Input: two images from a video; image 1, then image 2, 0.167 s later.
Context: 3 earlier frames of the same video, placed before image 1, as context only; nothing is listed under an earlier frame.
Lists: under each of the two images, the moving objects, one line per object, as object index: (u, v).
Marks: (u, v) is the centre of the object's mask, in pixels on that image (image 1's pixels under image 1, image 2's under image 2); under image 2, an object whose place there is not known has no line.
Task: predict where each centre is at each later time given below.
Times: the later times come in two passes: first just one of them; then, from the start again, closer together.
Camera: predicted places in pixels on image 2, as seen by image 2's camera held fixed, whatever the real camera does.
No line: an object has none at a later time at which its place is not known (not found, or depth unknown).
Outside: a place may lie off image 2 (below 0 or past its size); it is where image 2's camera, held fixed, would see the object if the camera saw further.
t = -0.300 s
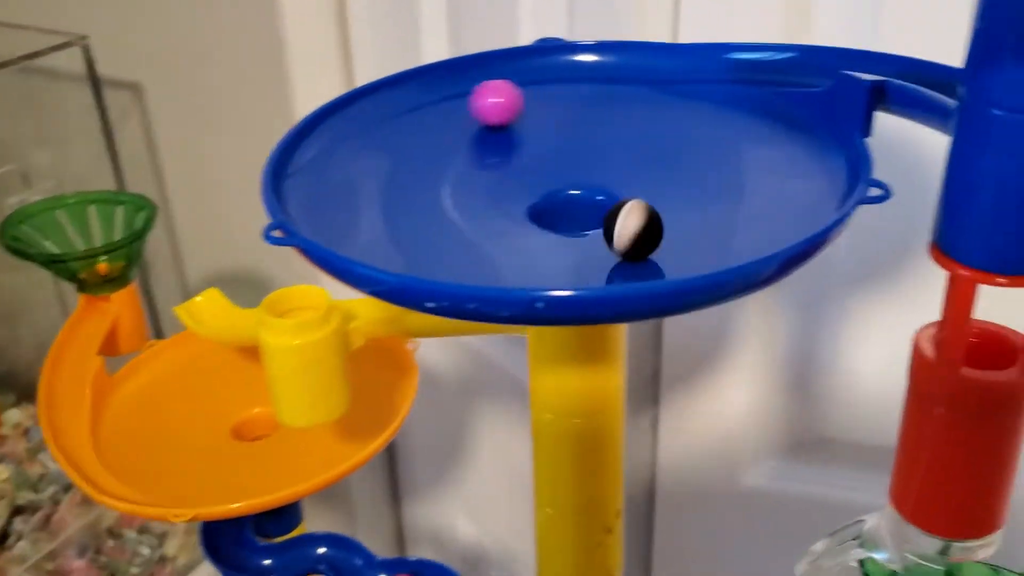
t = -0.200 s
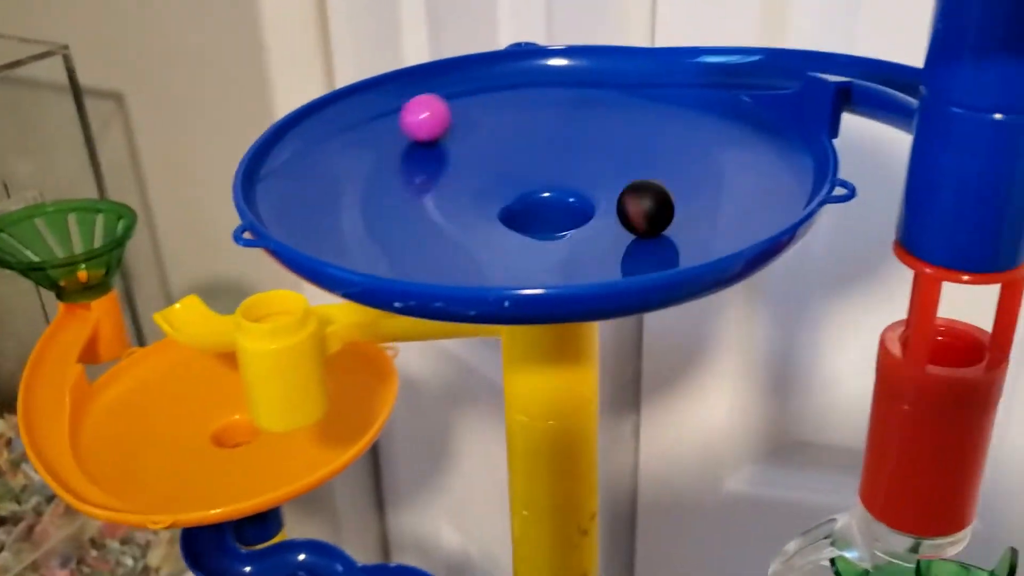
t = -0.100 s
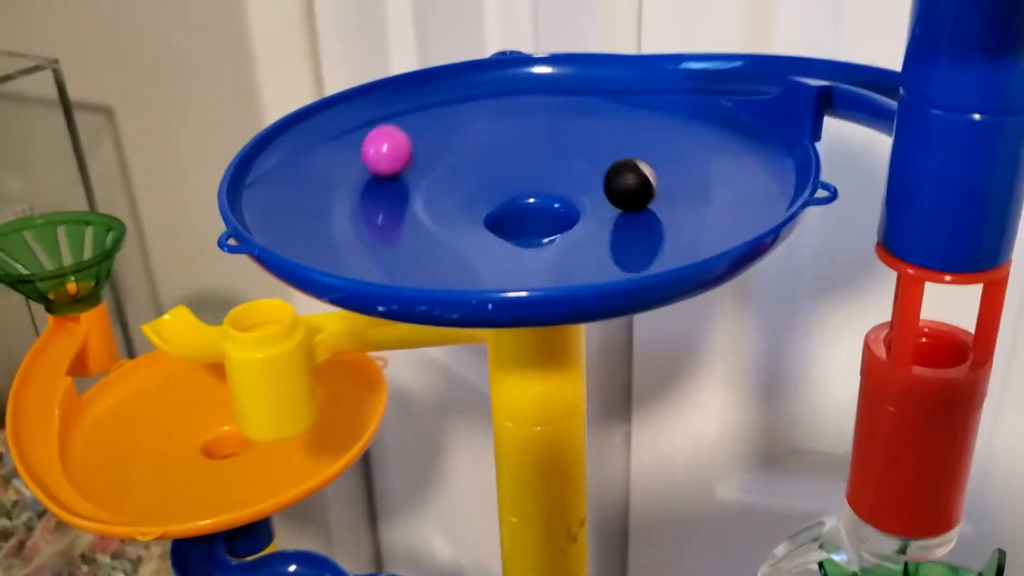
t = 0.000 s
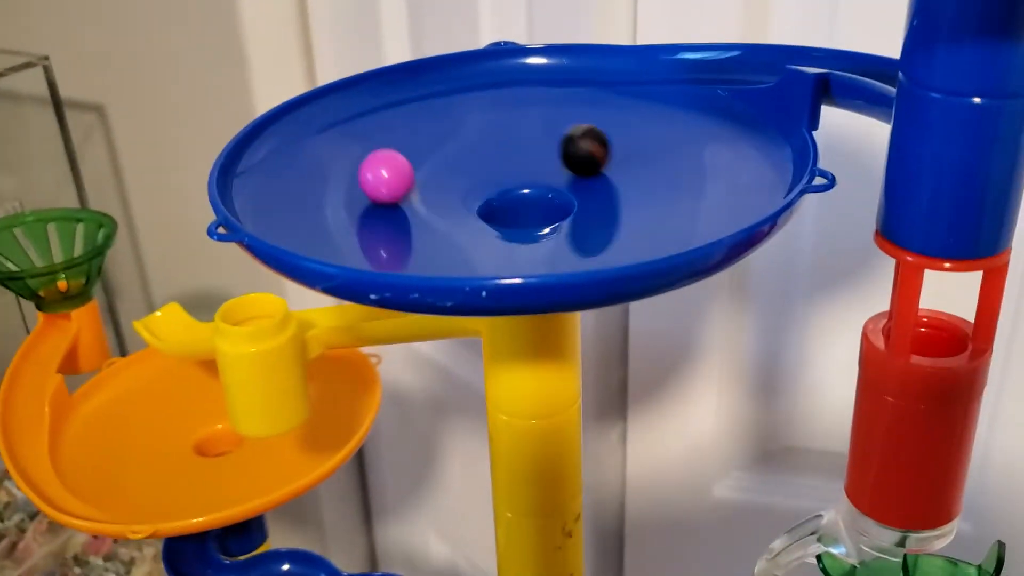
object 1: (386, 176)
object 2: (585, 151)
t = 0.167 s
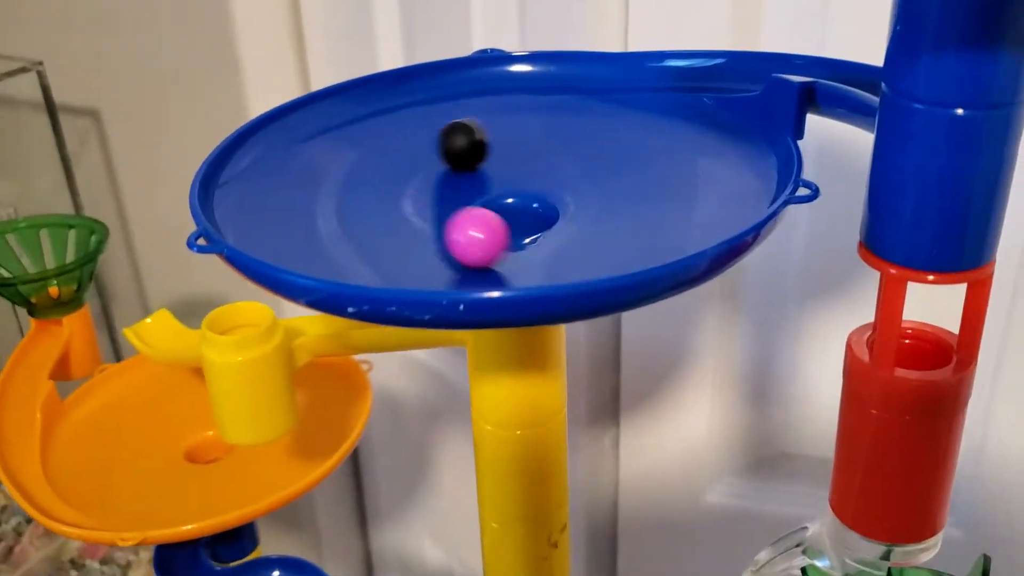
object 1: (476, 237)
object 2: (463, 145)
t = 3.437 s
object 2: (588, 194)
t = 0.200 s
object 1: (508, 240)
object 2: (443, 147)
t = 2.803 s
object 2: (514, 158)
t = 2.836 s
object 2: (495, 157)
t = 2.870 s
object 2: (476, 157)
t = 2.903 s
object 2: (458, 160)
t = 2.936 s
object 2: (443, 163)
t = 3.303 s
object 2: (537, 217)
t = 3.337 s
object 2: (556, 213)
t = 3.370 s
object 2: (570, 208)
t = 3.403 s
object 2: (582, 201)
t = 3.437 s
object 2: (588, 194)
